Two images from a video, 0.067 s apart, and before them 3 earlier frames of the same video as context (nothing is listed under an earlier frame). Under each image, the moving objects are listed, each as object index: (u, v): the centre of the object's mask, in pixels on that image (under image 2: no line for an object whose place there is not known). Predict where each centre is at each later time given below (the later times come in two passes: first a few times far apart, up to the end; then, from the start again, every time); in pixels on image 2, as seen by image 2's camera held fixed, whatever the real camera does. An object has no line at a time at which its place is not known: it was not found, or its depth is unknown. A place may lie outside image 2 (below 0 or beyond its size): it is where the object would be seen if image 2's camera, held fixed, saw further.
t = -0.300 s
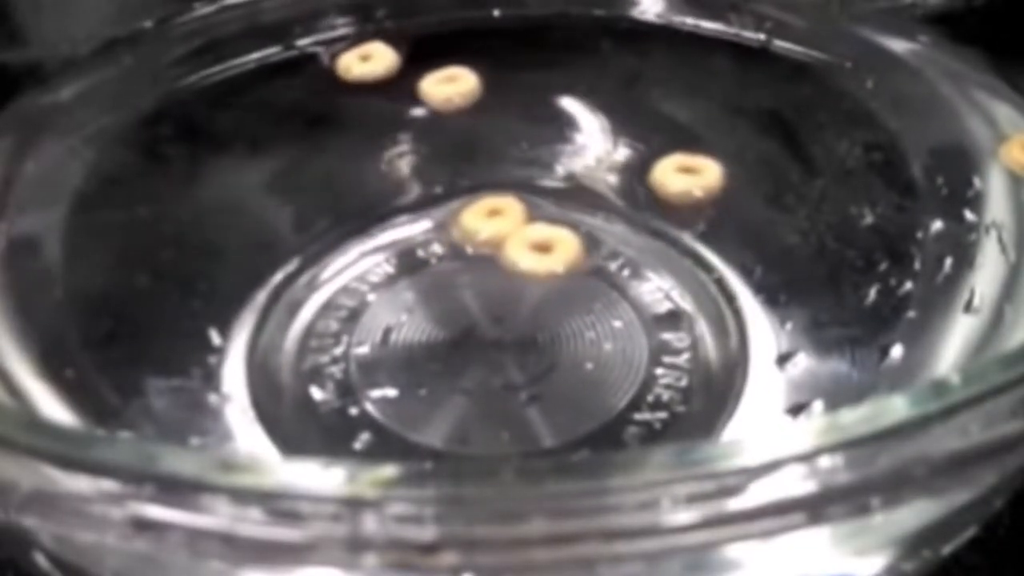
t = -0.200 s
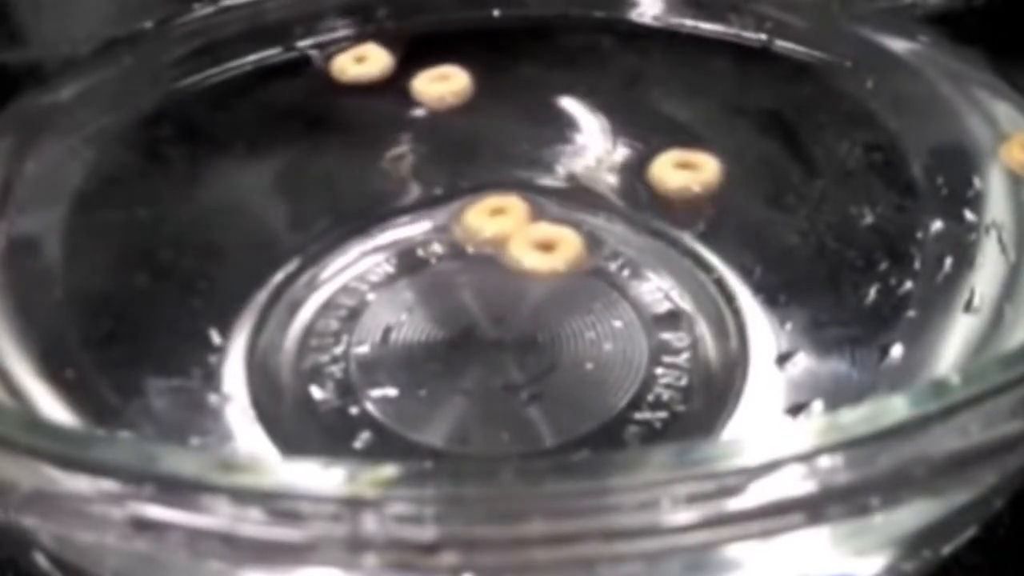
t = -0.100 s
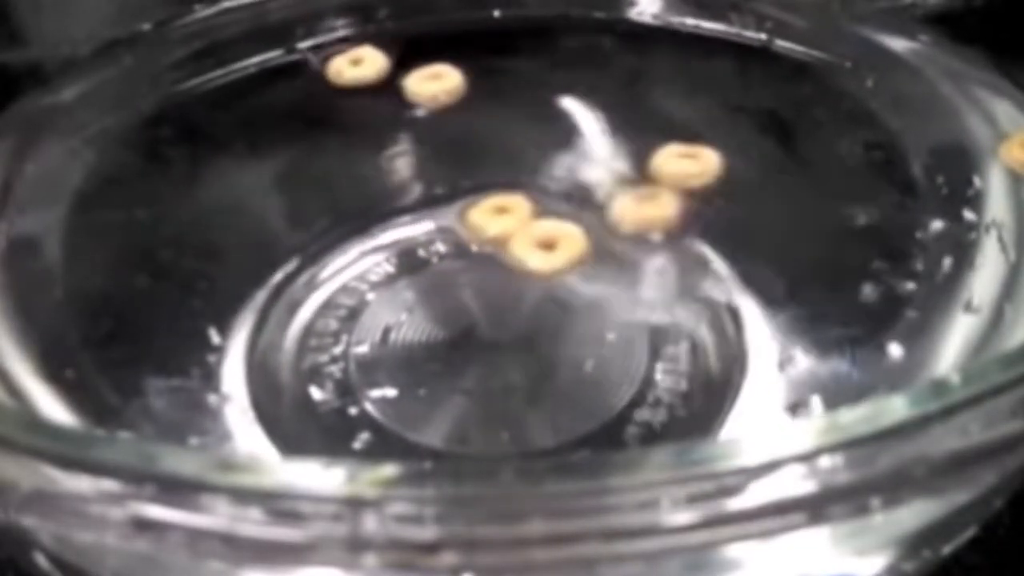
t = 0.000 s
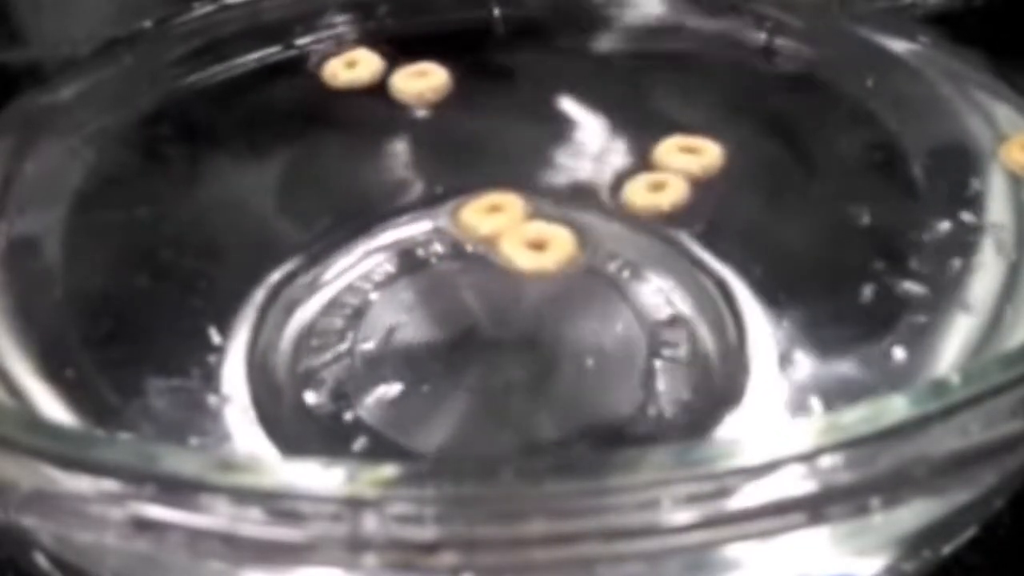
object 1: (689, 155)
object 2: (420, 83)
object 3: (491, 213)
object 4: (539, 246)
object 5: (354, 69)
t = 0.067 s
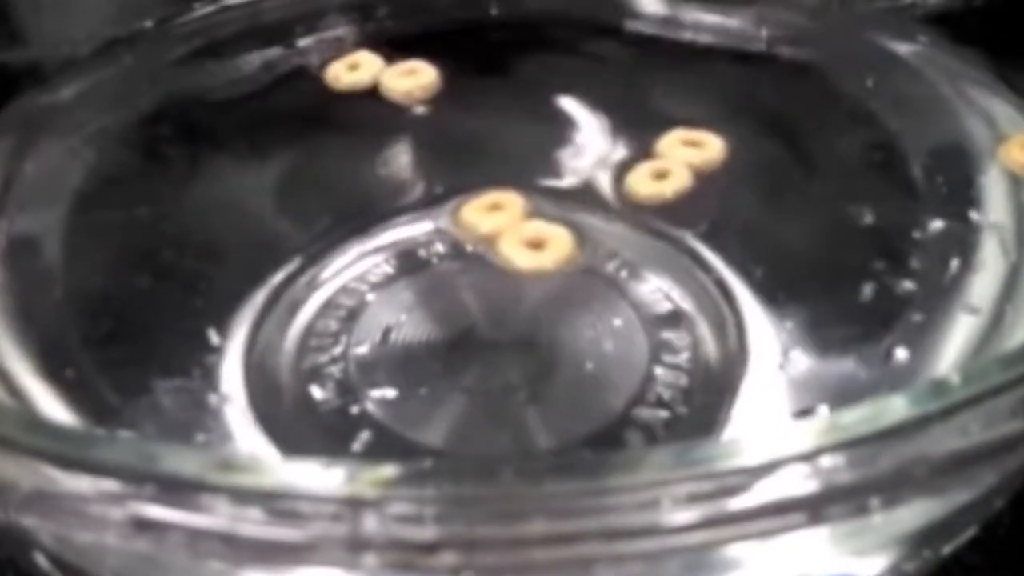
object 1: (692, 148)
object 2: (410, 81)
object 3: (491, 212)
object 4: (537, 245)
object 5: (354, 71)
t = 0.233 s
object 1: (697, 132)
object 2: (397, 81)
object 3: (490, 209)
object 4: (531, 244)
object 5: (339, 74)
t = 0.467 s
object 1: (701, 115)
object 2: (380, 81)
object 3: (493, 204)
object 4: (526, 241)
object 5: (319, 80)
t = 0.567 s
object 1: (699, 112)
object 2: (369, 82)
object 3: (492, 200)
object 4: (522, 239)
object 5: (308, 81)
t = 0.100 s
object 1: (695, 144)
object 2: (408, 81)
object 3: (491, 212)
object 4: (536, 245)
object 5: (352, 72)
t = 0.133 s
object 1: (696, 141)
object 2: (405, 81)
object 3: (491, 211)
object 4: (536, 245)
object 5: (349, 73)
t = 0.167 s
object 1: (698, 139)
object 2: (403, 81)
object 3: (491, 211)
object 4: (535, 245)
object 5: (346, 73)
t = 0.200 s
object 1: (698, 135)
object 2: (400, 81)
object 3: (491, 210)
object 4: (533, 245)
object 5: (343, 74)
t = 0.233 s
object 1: (697, 132)
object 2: (397, 81)
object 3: (490, 209)
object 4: (531, 244)
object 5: (339, 74)
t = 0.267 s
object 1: (698, 130)
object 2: (393, 81)
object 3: (490, 207)
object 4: (527, 244)
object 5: (335, 75)
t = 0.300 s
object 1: (698, 129)
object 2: (391, 80)
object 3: (489, 208)
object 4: (527, 244)
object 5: (331, 75)
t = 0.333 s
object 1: (698, 125)
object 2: (388, 81)
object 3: (490, 206)
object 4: (526, 244)
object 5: (329, 76)
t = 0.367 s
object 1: (700, 122)
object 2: (386, 81)
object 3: (492, 206)
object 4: (526, 243)
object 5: (327, 77)
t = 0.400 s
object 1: (701, 121)
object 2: (384, 81)
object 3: (492, 205)
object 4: (526, 242)
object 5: (324, 79)
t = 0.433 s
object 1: (702, 119)
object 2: (382, 83)
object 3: (493, 204)
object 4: (526, 242)
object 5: (322, 79)
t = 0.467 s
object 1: (701, 115)
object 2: (380, 81)
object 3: (493, 204)
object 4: (526, 241)
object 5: (319, 80)
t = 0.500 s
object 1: (701, 114)
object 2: (377, 82)
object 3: (493, 204)
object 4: (525, 242)
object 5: (316, 81)
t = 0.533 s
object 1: (700, 113)
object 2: (372, 82)
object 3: (492, 202)
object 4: (523, 240)
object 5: (311, 81)
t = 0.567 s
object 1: (699, 112)
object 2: (369, 82)
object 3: (492, 200)
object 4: (522, 239)
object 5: (308, 81)
